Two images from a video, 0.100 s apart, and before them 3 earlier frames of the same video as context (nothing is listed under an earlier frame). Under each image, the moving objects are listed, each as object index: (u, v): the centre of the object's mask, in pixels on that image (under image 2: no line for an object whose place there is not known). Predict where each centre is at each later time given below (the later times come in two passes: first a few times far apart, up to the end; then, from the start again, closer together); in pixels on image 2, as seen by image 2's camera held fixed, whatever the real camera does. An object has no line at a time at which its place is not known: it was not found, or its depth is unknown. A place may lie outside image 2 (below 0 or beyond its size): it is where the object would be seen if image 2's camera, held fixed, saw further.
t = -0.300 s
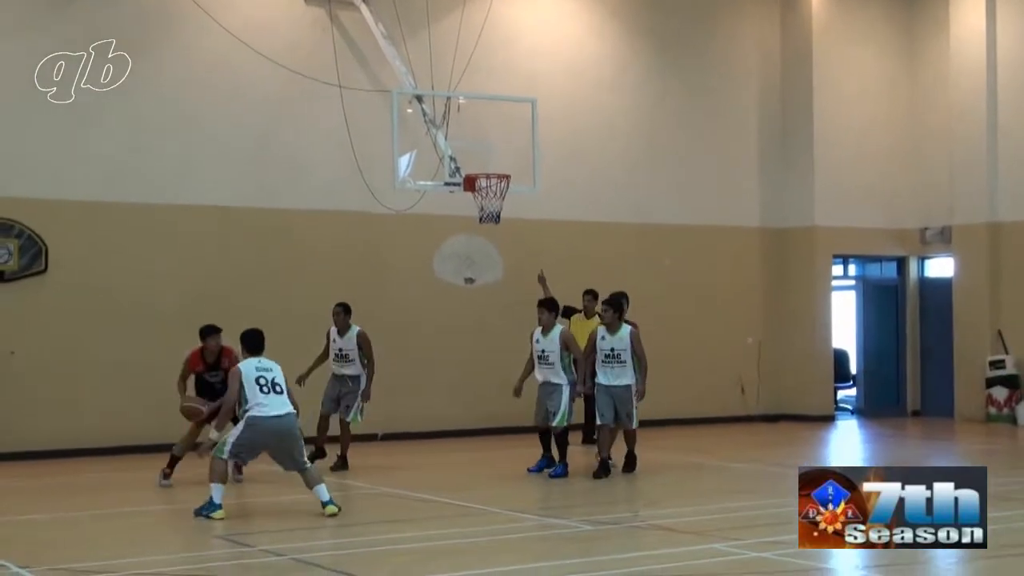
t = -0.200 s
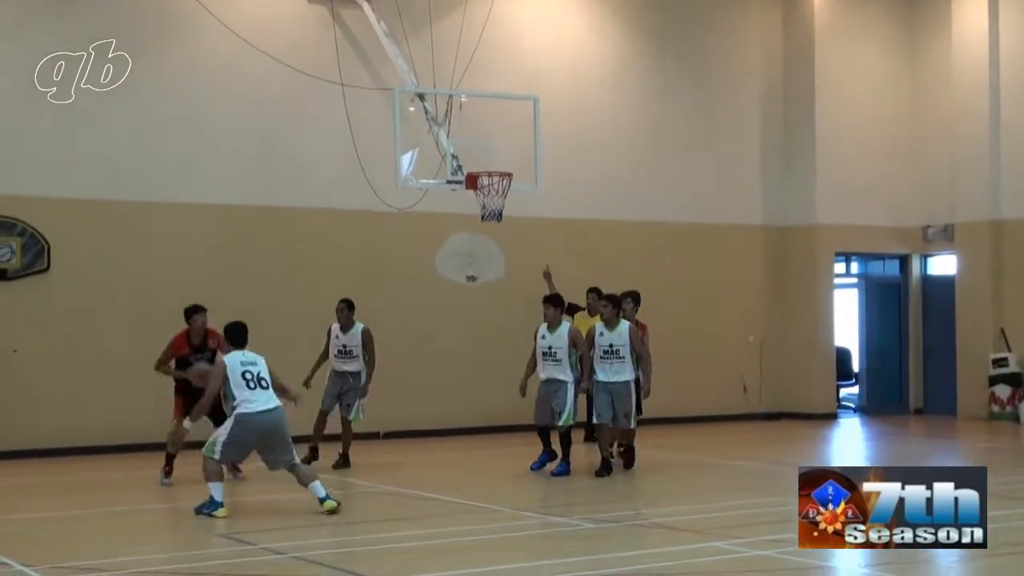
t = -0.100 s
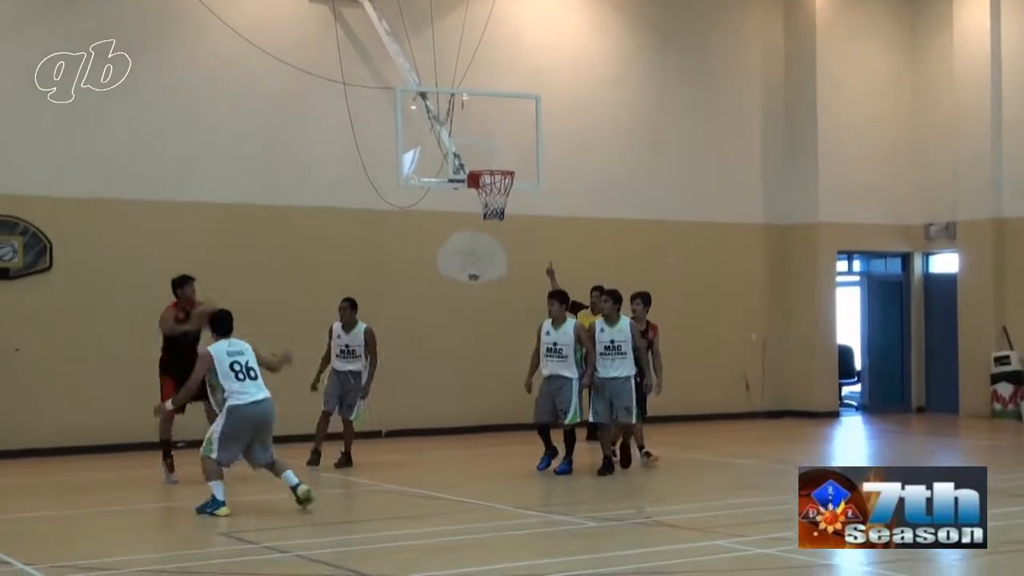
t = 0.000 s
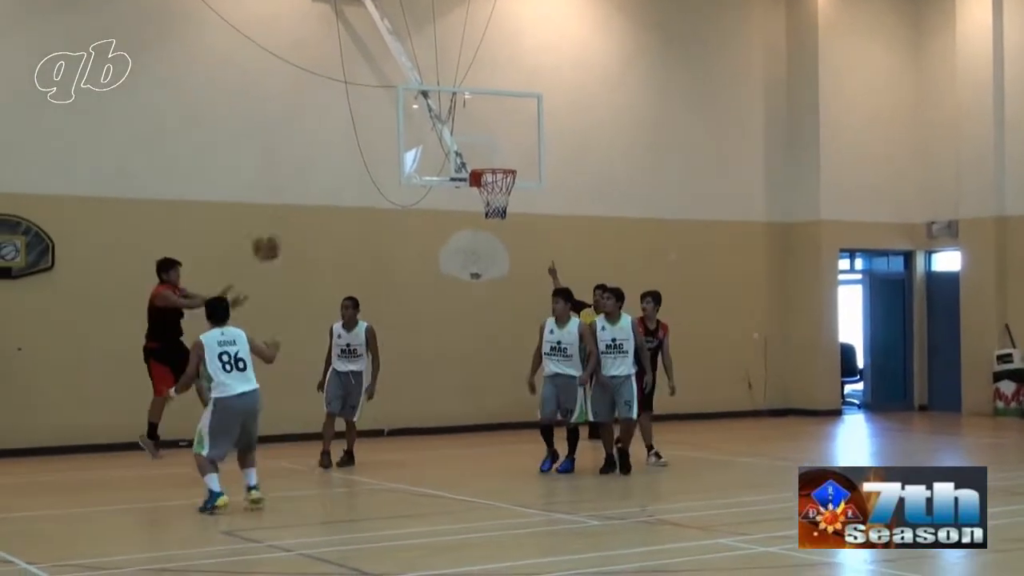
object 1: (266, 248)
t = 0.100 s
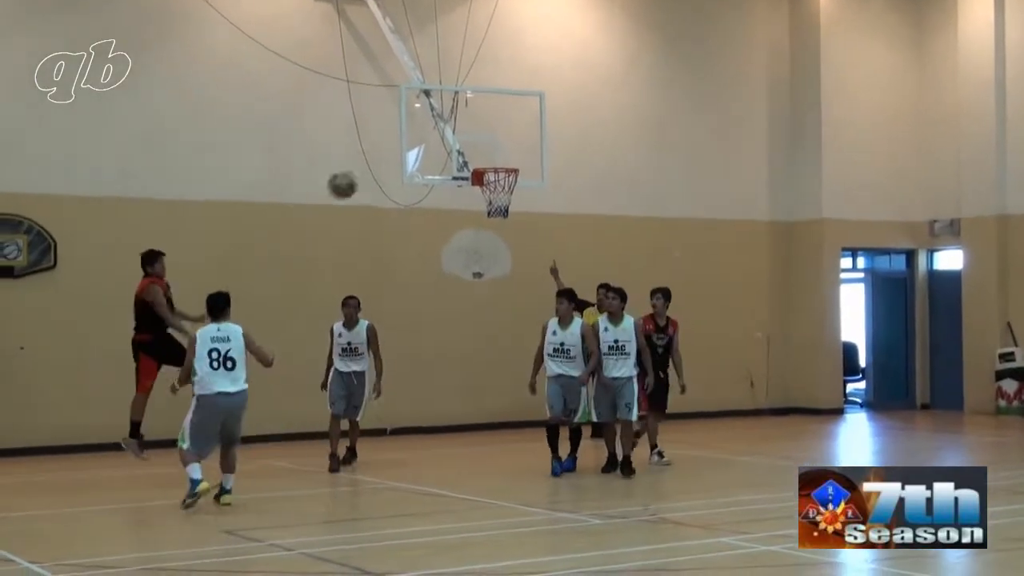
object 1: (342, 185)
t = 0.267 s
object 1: (471, 100)
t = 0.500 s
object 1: (667, 24)
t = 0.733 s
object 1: (887, 4)
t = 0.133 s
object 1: (367, 166)
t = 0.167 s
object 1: (393, 148)
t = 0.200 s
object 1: (418, 131)
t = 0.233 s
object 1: (444, 116)
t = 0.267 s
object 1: (471, 100)
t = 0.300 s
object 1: (497, 86)
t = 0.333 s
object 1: (525, 73)
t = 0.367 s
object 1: (552, 61)
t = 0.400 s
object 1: (580, 50)
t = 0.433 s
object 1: (608, 40)
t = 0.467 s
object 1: (637, 31)
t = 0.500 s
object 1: (667, 24)
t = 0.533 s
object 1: (696, 17)
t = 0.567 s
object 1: (727, 13)
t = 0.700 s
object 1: (854, 4)
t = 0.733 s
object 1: (887, 4)
